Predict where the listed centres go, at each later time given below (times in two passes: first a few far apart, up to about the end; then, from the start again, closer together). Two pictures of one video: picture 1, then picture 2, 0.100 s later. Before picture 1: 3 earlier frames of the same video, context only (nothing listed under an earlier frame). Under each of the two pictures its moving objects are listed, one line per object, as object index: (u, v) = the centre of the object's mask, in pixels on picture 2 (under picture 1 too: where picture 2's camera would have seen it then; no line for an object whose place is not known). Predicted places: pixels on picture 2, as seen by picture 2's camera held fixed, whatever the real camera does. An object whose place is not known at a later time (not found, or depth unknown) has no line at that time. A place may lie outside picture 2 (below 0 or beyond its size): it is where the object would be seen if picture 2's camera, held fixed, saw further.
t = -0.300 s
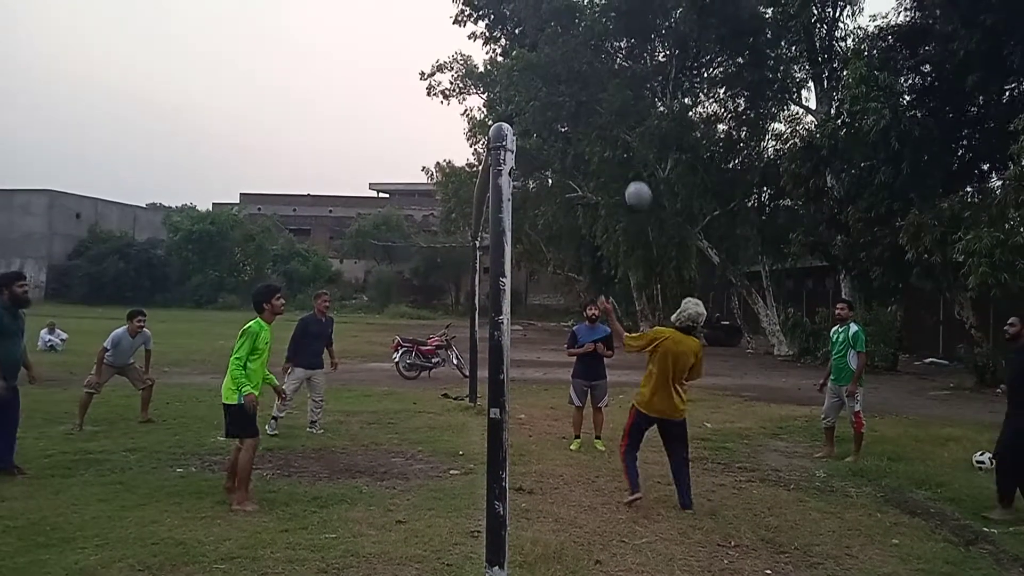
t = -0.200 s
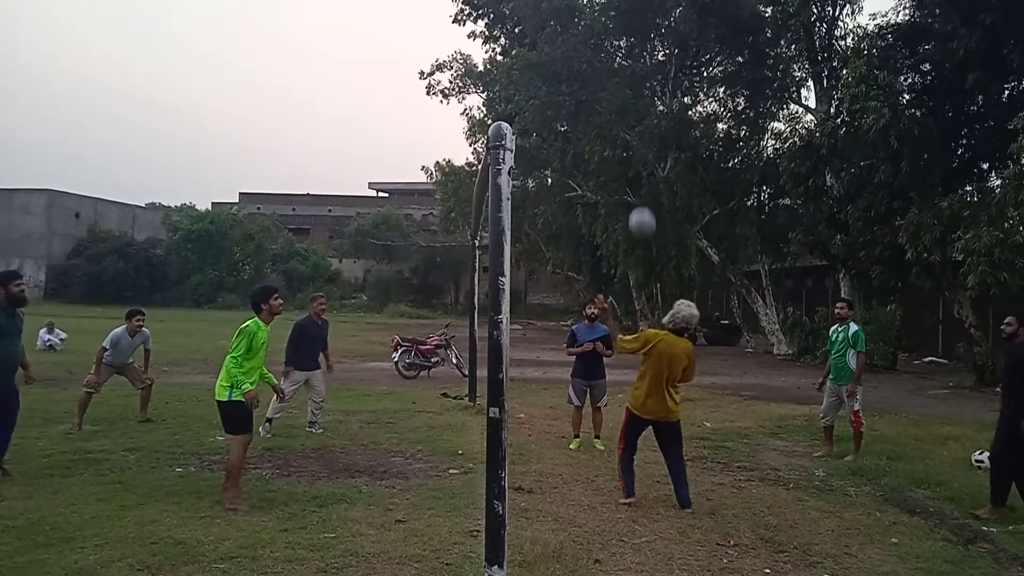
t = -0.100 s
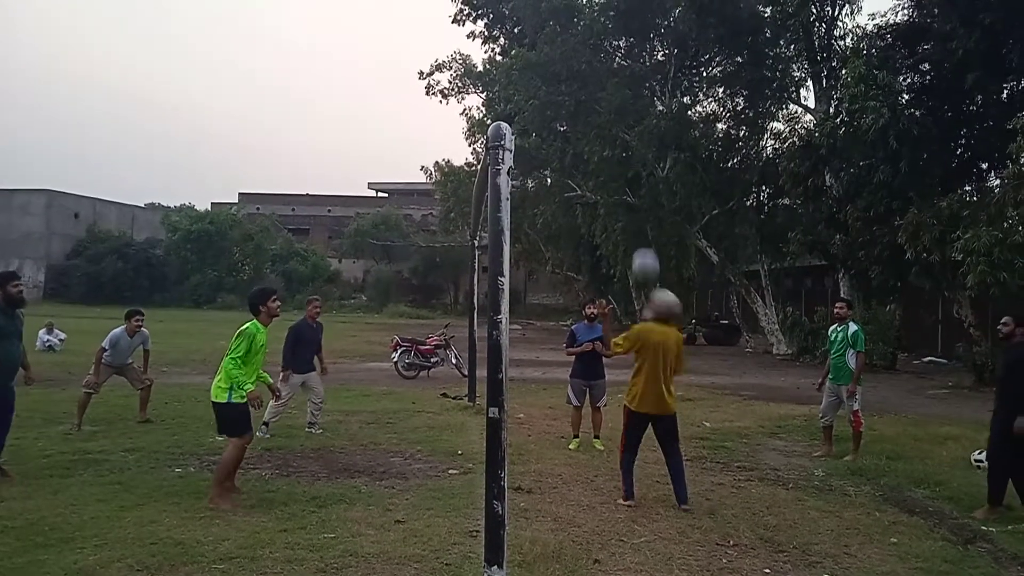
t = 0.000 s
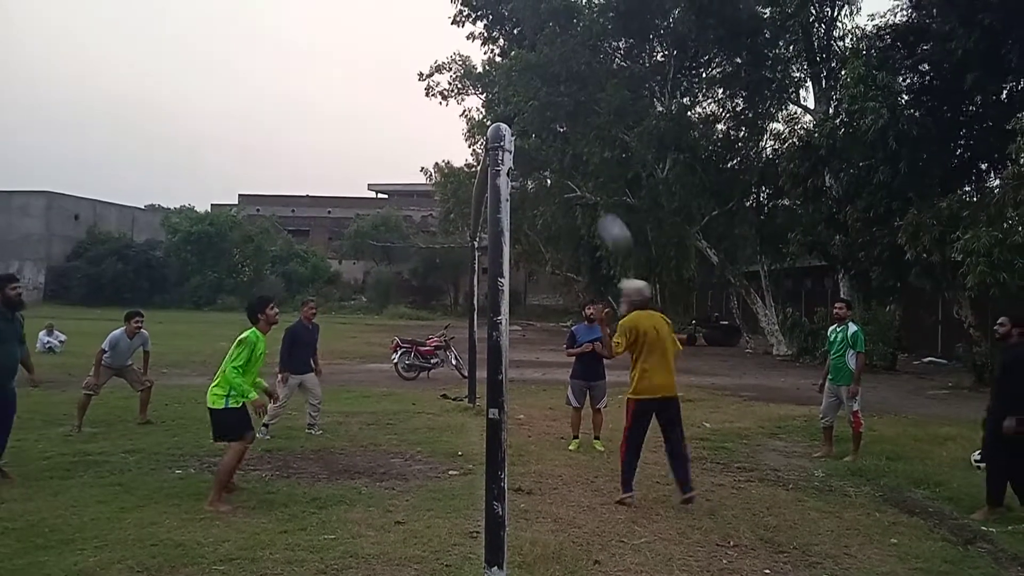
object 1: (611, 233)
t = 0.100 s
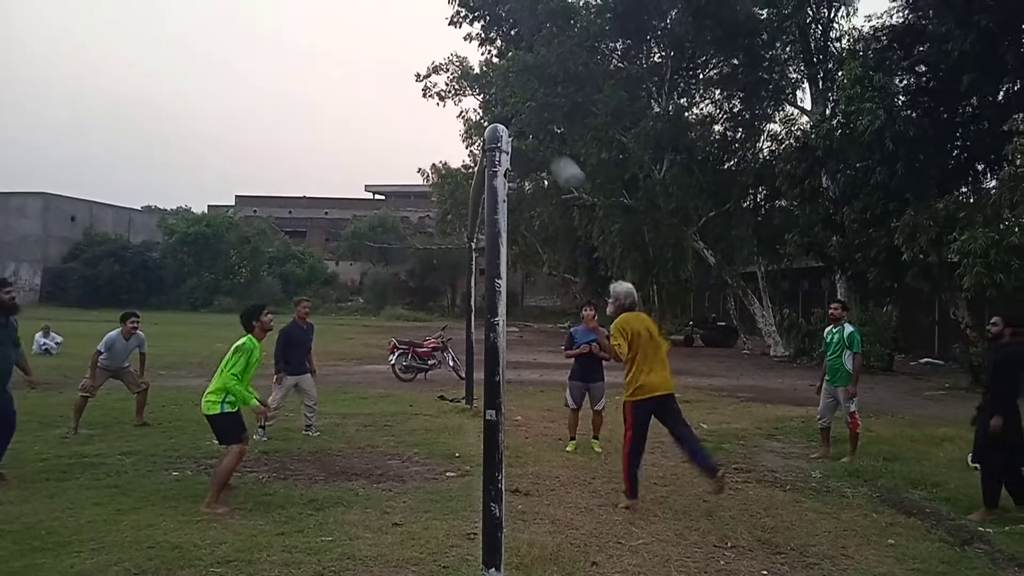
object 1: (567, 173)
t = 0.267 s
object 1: (500, 106)
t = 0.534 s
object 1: (399, 63)
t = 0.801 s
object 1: (308, 96)
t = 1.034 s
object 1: (234, 179)
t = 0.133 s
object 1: (553, 156)
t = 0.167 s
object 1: (539, 143)
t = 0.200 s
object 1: (525, 126)
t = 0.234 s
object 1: (513, 116)
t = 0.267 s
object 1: (500, 106)
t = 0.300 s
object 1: (489, 95)
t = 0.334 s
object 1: (475, 85)
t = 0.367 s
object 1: (463, 79)
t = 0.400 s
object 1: (450, 75)
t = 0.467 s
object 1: (424, 67)
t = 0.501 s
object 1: (411, 64)
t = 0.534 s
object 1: (399, 63)
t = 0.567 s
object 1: (387, 63)
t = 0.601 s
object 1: (376, 65)
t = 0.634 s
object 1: (364, 67)
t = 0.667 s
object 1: (353, 71)
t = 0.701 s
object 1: (341, 76)
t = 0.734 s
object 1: (329, 82)
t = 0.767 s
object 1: (319, 88)
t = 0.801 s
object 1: (308, 96)
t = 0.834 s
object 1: (298, 105)
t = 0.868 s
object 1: (287, 115)
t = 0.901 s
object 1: (276, 126)
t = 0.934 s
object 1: (265, 138)
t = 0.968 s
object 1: (255, 150)
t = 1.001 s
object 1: (245, 164)
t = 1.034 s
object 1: (234, 179)
